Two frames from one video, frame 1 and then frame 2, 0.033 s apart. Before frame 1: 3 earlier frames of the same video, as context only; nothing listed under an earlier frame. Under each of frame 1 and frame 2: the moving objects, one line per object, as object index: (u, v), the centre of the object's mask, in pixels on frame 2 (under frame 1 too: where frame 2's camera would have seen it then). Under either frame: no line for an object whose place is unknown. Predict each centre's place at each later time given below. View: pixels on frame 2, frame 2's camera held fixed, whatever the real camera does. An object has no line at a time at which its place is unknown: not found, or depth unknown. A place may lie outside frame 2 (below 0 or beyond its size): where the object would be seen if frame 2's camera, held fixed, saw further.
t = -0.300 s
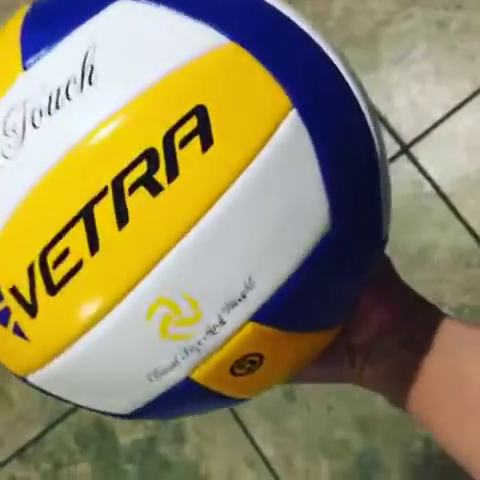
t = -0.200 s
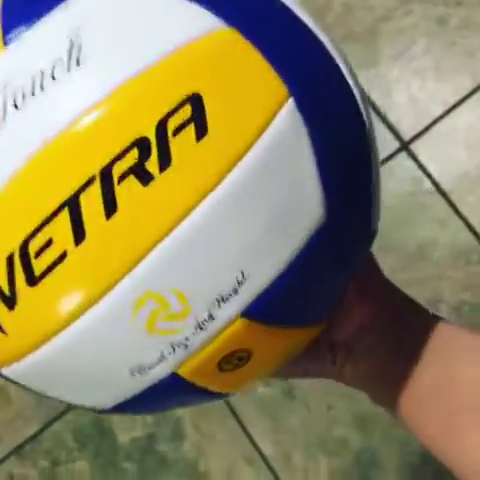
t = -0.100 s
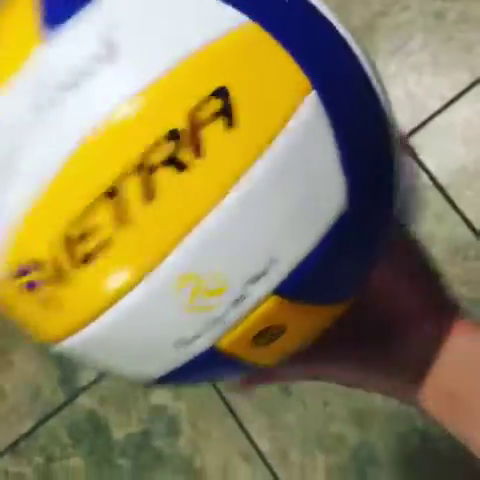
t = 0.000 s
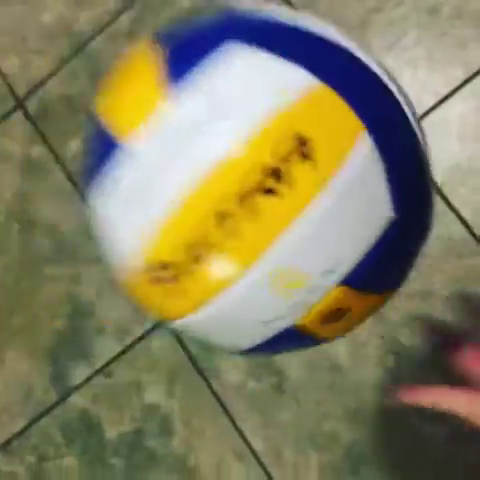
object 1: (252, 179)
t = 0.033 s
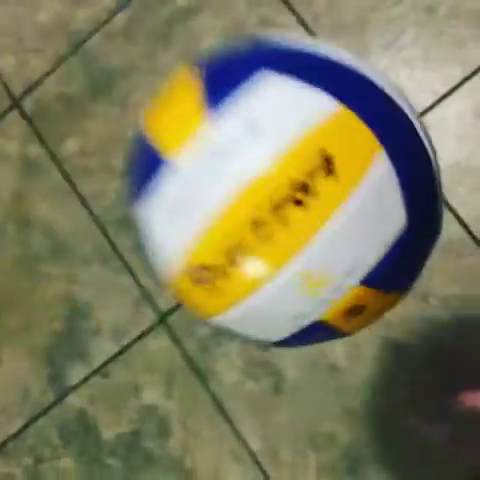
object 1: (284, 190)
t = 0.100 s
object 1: (335, 207)
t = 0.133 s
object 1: (357, 216)
